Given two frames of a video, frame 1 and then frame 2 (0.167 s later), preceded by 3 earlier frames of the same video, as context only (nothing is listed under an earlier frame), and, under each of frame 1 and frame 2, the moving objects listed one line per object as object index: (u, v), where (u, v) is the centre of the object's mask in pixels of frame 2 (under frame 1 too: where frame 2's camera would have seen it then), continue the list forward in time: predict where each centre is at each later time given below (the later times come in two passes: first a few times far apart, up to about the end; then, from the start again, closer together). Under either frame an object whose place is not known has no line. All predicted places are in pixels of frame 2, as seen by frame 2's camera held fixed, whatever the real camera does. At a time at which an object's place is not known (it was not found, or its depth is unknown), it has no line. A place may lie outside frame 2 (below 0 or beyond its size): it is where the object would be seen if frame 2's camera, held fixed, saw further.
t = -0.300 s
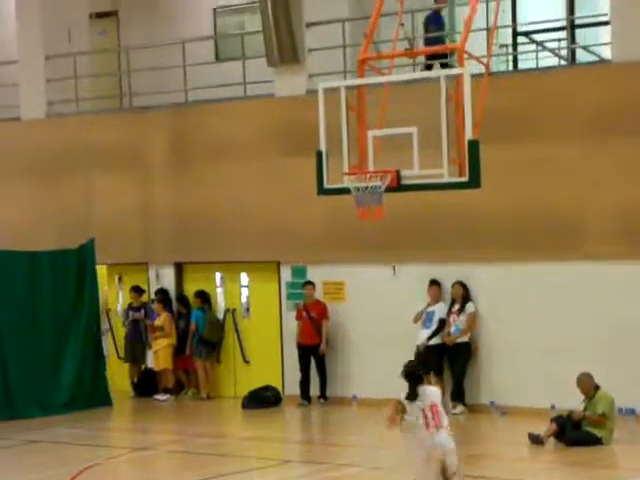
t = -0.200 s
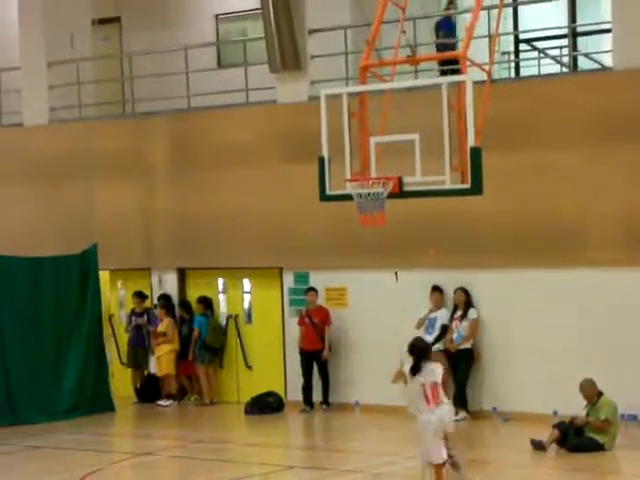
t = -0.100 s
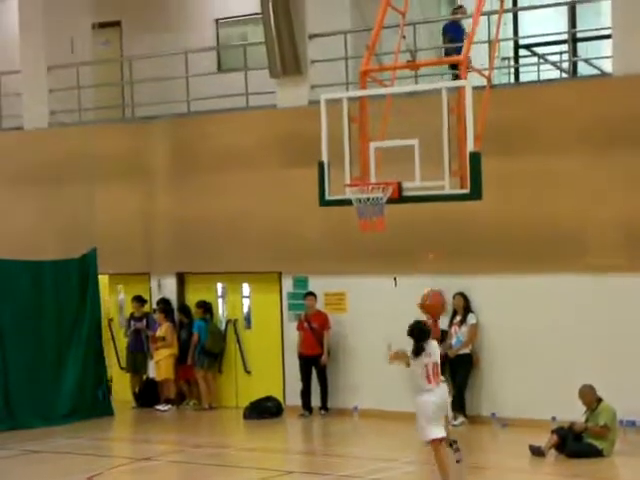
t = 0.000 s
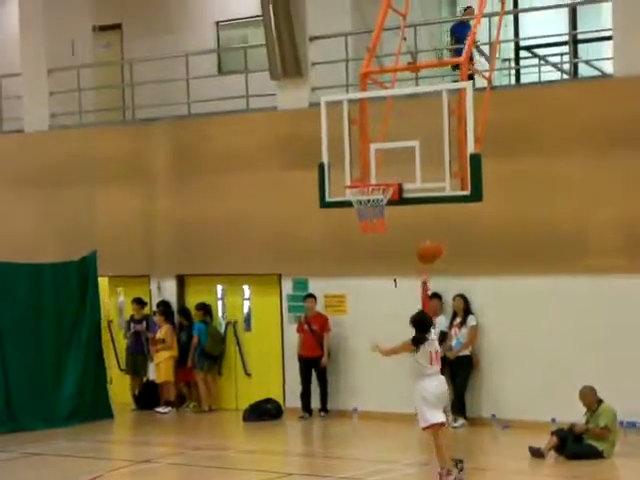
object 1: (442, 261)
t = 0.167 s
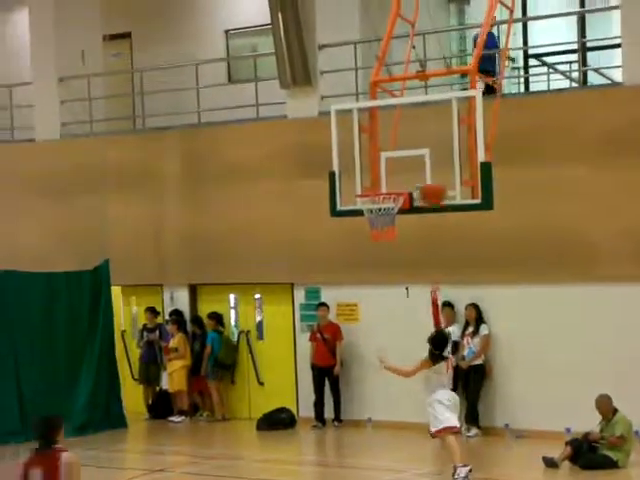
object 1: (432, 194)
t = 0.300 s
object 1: (427, 163)
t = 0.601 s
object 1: (400, 163)
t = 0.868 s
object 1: (380, 235)
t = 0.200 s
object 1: (431, 184)
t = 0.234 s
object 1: (429, 177)
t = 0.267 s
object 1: (428, 169)
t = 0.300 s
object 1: (427, 163)
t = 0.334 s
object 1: (422, 161)
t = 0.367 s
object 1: (418, 154)
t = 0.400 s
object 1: (415, 152)
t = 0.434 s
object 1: (415, 152)
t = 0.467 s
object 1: (411, 152)
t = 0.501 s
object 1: (408, 153)
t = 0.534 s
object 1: (406, 156)
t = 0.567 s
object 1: (403, 159)
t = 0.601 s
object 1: (400, 163)
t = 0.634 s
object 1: (395, 169)
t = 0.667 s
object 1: (394, 175)
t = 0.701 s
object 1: (391, 184)
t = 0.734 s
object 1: (390, 190)
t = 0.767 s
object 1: (385, 206)
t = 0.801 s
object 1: (383, 218)
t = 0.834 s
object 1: (382, 227)
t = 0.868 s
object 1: (380, 235)
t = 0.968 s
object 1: (374, 284)
